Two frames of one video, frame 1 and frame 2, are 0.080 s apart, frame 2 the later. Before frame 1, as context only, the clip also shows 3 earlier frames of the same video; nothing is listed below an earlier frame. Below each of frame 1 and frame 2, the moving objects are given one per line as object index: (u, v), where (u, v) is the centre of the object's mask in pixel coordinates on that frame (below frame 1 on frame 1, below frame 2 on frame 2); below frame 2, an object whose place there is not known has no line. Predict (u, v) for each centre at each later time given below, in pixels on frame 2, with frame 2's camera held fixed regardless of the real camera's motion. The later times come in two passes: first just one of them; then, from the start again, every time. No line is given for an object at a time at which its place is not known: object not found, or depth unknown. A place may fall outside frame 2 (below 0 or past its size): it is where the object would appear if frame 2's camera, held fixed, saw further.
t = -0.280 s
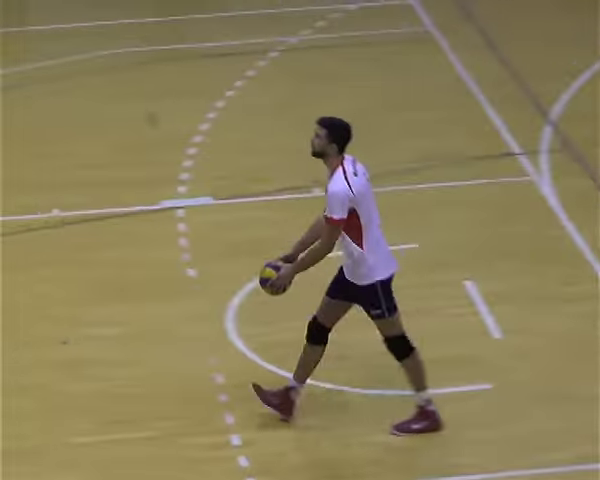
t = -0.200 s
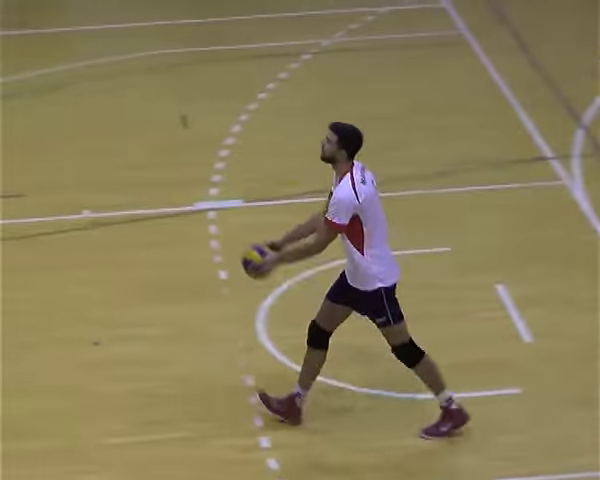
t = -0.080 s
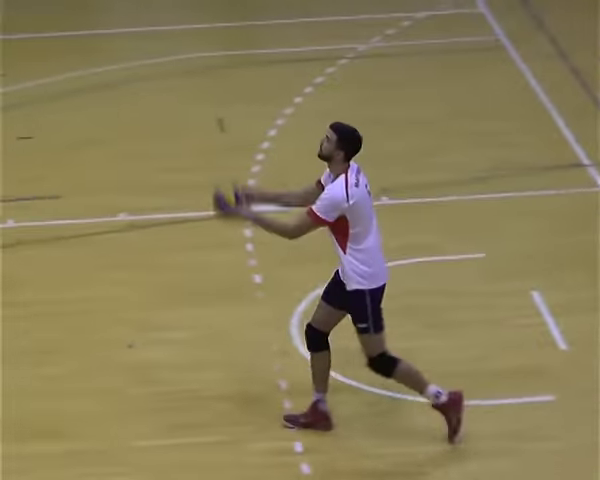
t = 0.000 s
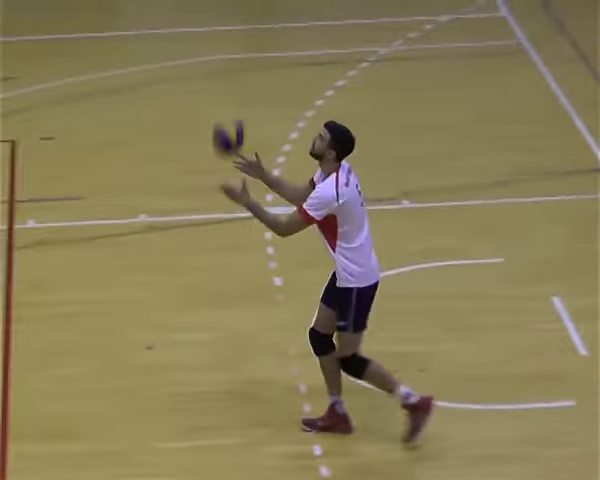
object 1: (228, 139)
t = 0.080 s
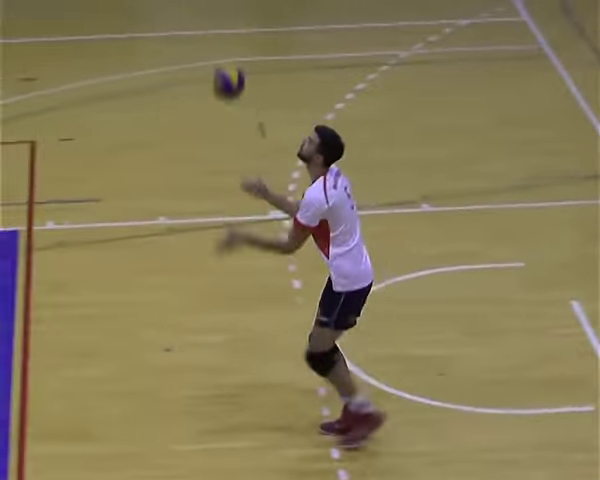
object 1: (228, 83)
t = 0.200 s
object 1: (200, 11)
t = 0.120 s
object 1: (219, 56)
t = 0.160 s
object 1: (209, 32)
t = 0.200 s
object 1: (200, 11)
